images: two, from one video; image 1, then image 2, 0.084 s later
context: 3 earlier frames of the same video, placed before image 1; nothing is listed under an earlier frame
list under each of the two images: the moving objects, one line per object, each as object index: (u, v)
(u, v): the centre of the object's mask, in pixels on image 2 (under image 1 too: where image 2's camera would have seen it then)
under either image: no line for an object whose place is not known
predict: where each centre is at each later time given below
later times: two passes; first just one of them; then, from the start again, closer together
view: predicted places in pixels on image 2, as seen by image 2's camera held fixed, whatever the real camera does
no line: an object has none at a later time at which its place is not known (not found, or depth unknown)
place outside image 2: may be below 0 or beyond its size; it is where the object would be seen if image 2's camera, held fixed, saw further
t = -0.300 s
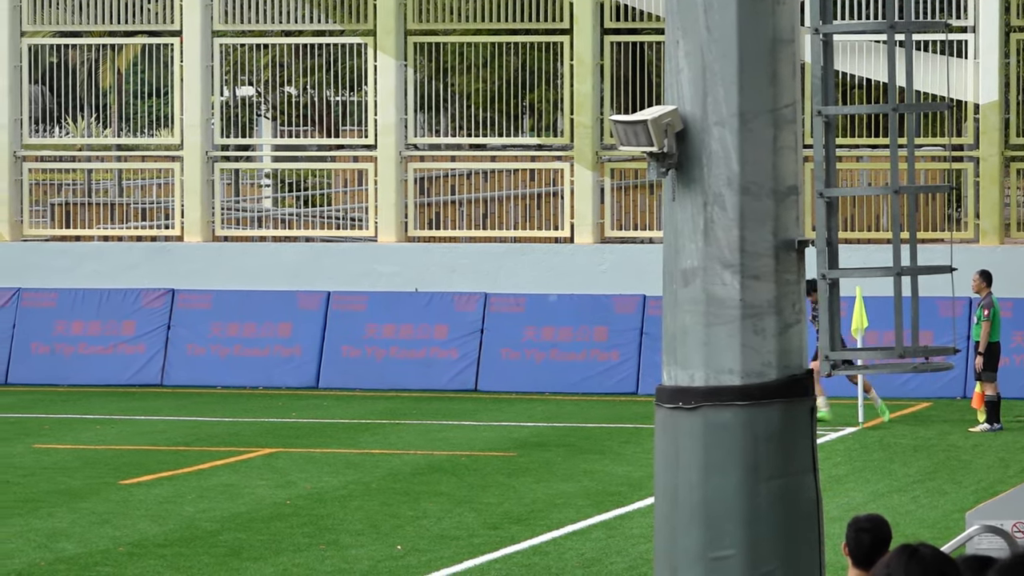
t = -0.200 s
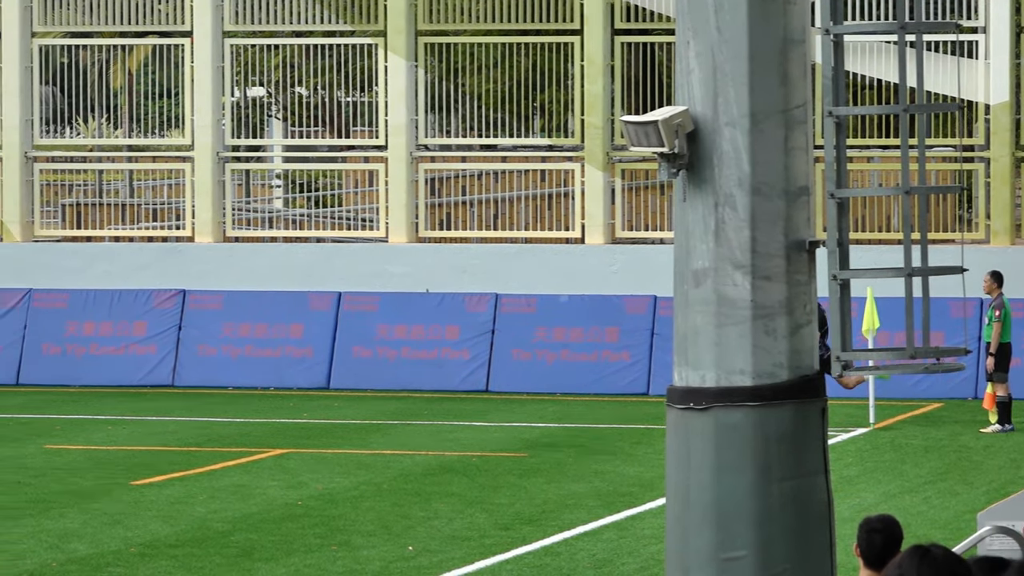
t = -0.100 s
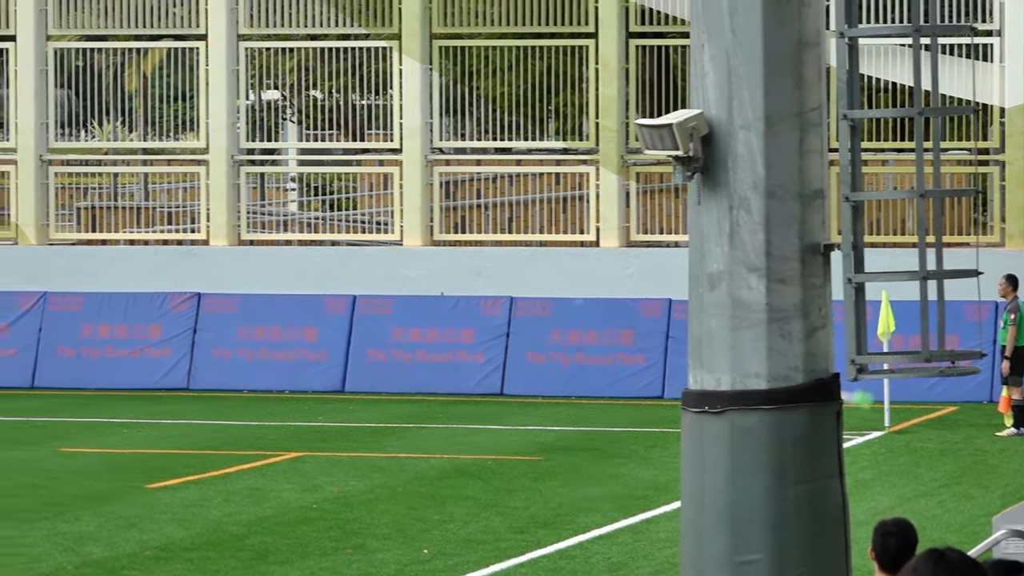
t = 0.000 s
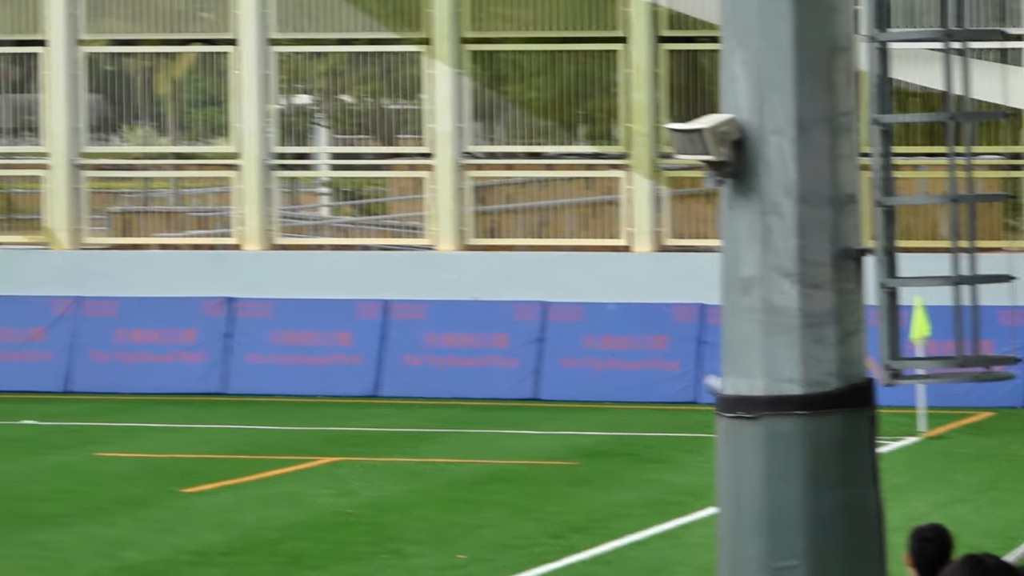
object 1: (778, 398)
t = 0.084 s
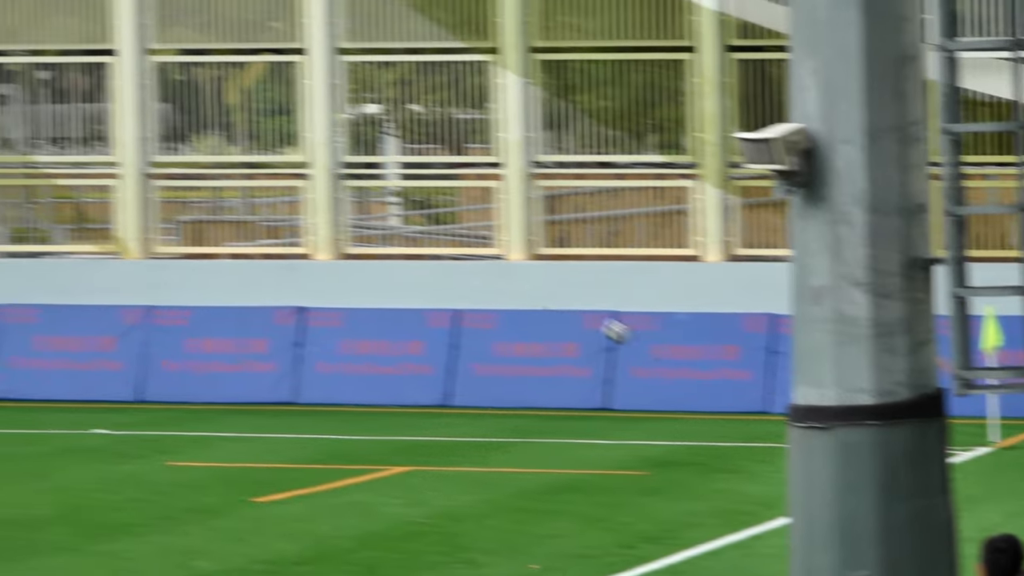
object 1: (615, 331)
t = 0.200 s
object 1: (381, 250)
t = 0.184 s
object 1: (414, 262)
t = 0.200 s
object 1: (381, 250)
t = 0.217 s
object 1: (348, 239)
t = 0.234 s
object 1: (315, 229)
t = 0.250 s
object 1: (283, 217)
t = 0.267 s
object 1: (251, 207)
